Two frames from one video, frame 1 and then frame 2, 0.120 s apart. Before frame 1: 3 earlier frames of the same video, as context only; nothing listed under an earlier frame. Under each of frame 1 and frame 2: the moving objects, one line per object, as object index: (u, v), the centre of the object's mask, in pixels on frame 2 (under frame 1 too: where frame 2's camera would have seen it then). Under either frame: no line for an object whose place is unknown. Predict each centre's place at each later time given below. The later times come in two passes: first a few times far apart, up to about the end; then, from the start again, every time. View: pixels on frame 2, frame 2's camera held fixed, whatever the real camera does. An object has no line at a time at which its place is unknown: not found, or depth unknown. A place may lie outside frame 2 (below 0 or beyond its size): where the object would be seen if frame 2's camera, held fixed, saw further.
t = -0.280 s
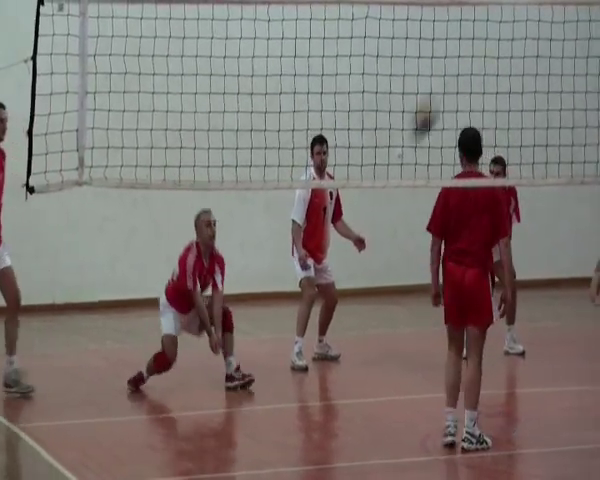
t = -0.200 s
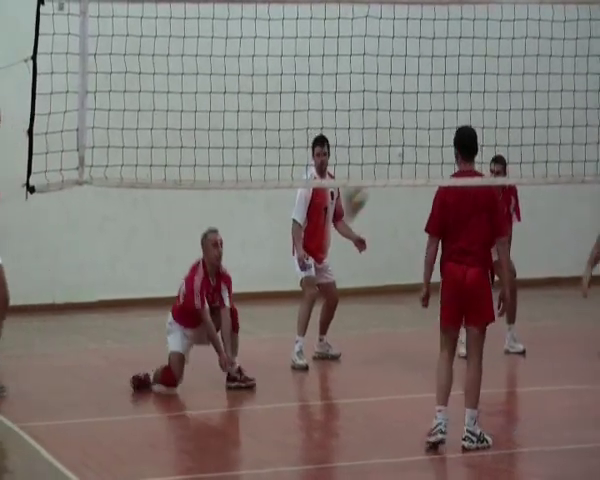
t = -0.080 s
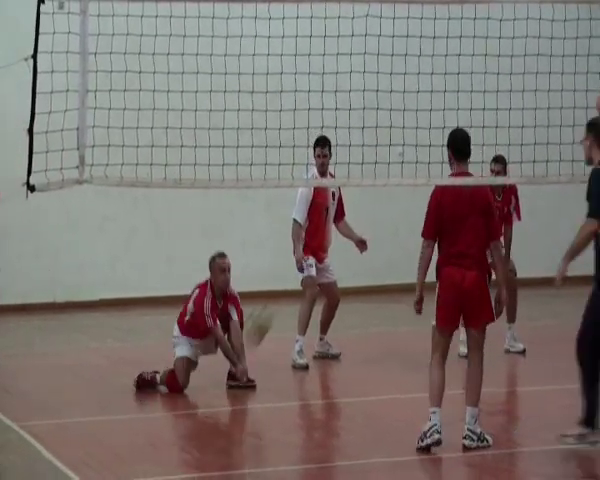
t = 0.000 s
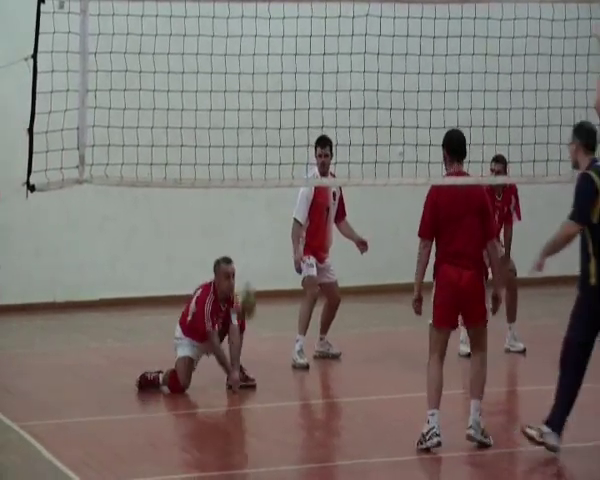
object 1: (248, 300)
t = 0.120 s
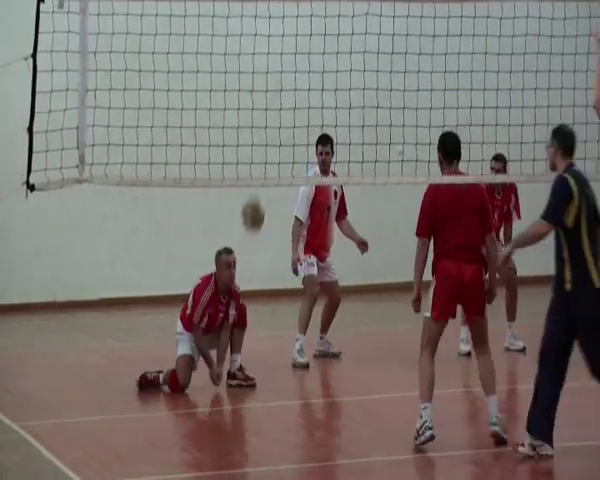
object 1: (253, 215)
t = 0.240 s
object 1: (261, 146)
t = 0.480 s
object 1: (278, 72)
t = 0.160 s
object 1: (255, 196)
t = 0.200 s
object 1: (259, 167)
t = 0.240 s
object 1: (261, 146)
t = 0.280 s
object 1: (264, 130)
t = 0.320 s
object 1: (266, 114)
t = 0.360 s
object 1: (269, 100)
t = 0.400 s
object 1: (272, 89)
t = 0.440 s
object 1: (275, 80)
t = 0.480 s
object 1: (278, 72)
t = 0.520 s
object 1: (283, 69)
